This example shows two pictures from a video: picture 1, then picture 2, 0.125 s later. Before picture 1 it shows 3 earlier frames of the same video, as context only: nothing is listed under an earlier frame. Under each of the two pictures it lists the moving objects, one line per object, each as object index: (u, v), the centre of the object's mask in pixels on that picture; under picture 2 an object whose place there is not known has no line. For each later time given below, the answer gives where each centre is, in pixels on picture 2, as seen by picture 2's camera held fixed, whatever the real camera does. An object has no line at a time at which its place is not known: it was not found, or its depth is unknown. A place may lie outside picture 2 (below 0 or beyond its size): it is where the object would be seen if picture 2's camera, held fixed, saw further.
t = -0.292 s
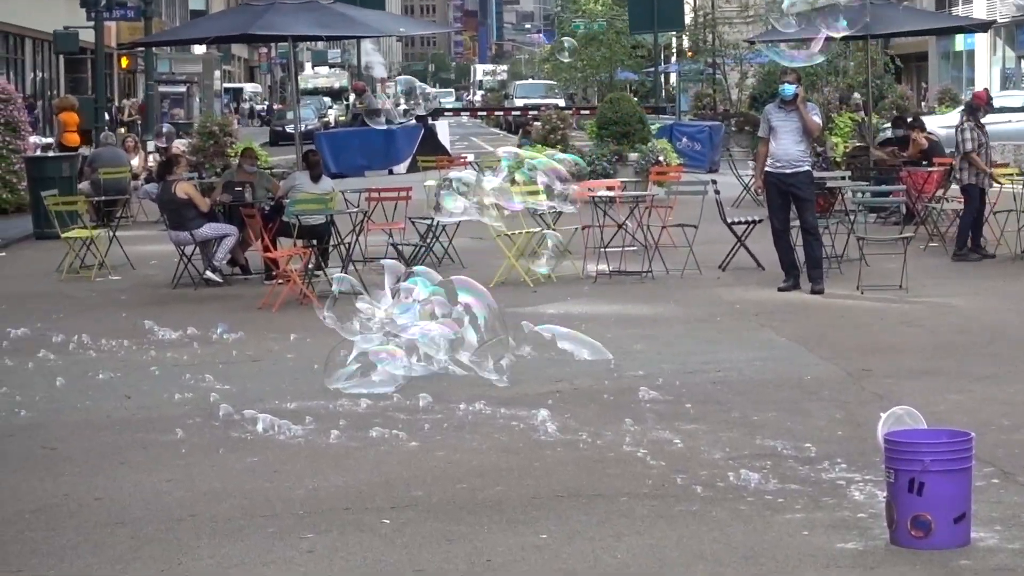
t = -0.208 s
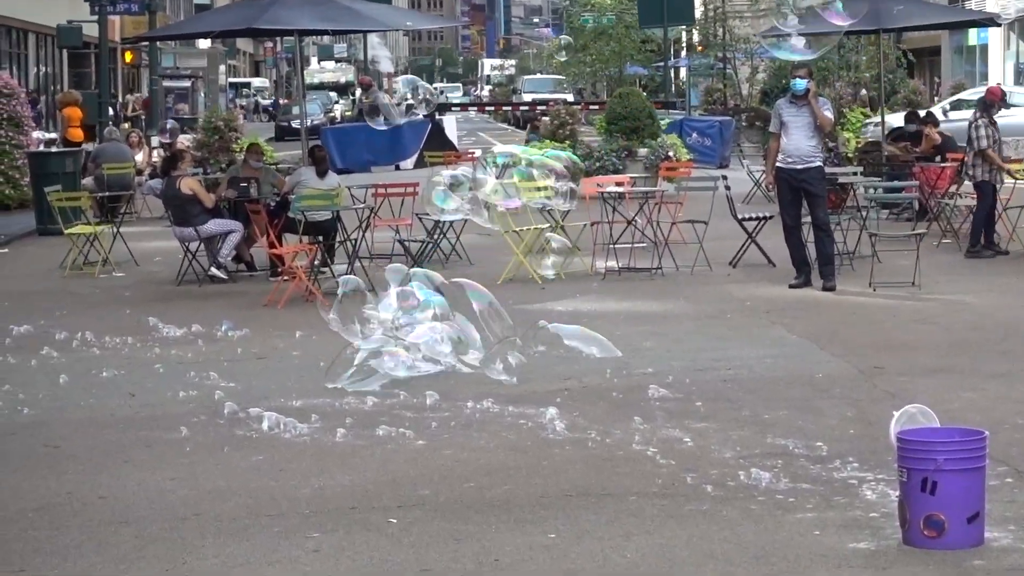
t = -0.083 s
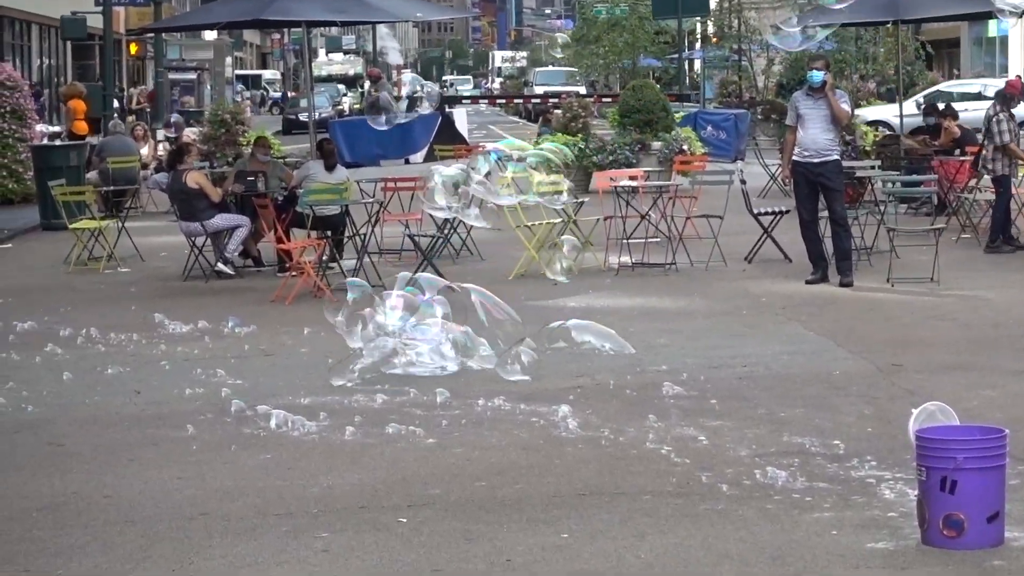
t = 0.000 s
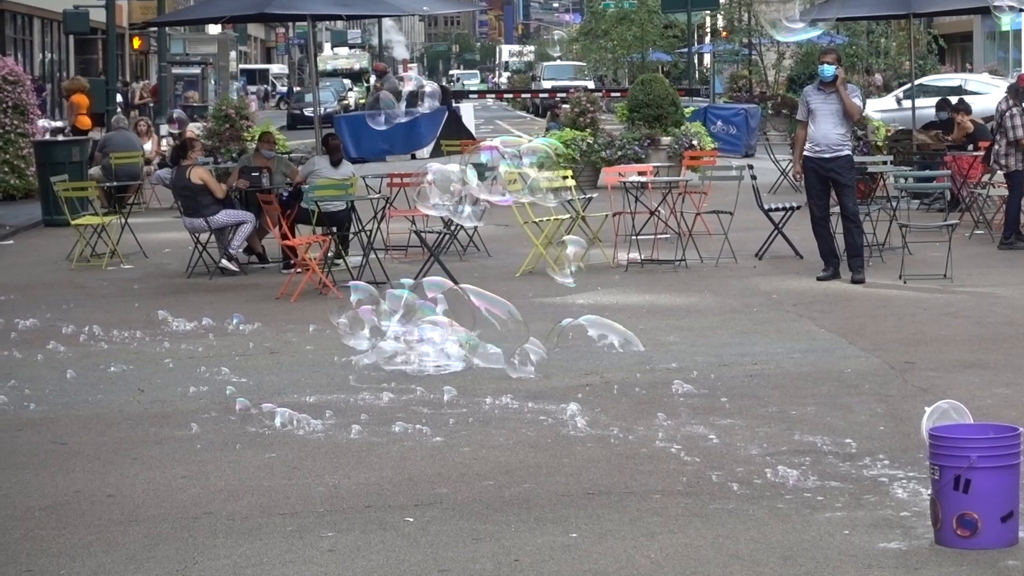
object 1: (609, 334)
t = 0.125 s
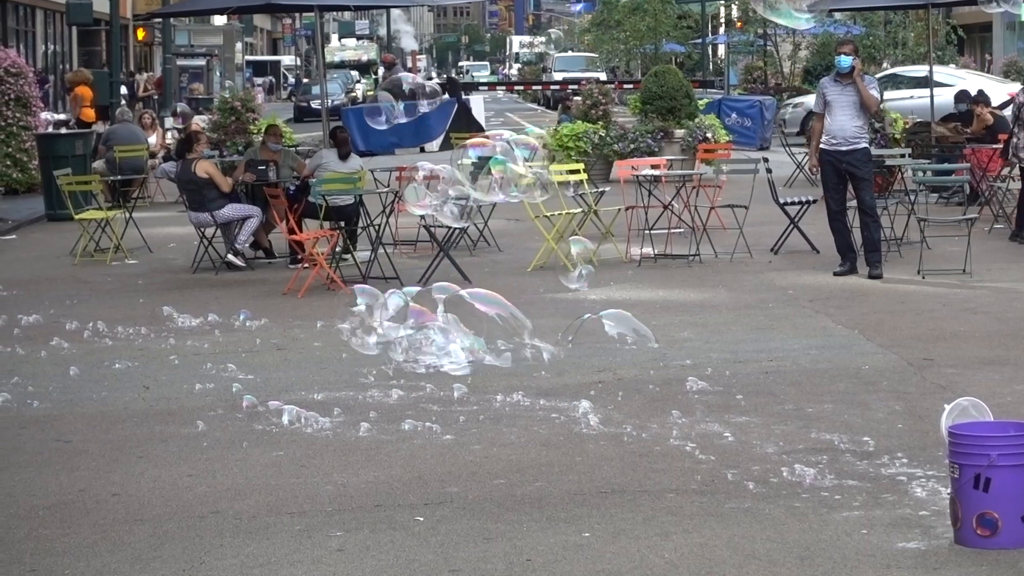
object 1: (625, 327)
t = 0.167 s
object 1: (626, 327)
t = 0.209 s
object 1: (628, 325)
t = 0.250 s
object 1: (631, 324)
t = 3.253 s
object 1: (624, 326)
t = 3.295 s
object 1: (624, 326)
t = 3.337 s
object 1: (623, 326)
